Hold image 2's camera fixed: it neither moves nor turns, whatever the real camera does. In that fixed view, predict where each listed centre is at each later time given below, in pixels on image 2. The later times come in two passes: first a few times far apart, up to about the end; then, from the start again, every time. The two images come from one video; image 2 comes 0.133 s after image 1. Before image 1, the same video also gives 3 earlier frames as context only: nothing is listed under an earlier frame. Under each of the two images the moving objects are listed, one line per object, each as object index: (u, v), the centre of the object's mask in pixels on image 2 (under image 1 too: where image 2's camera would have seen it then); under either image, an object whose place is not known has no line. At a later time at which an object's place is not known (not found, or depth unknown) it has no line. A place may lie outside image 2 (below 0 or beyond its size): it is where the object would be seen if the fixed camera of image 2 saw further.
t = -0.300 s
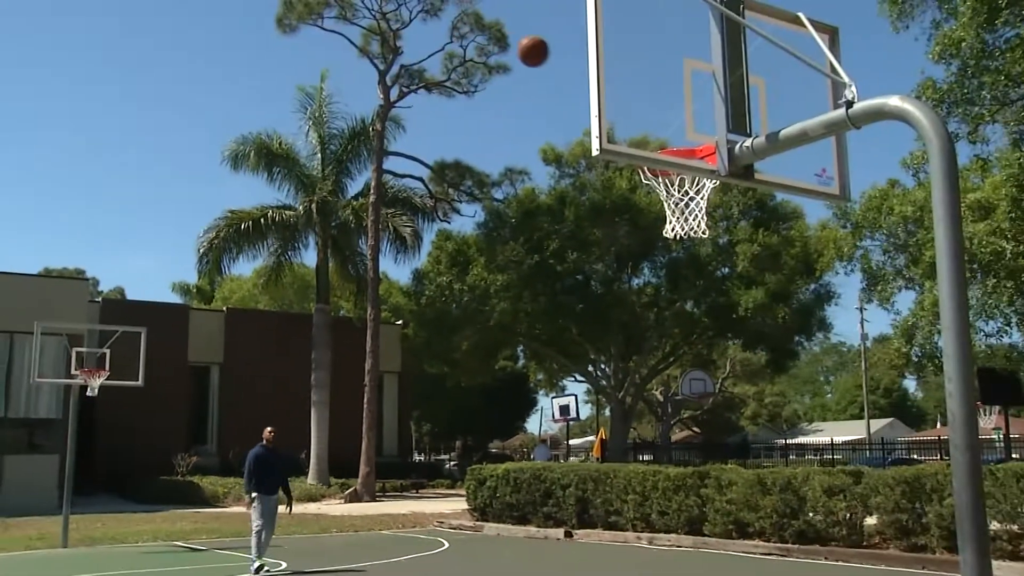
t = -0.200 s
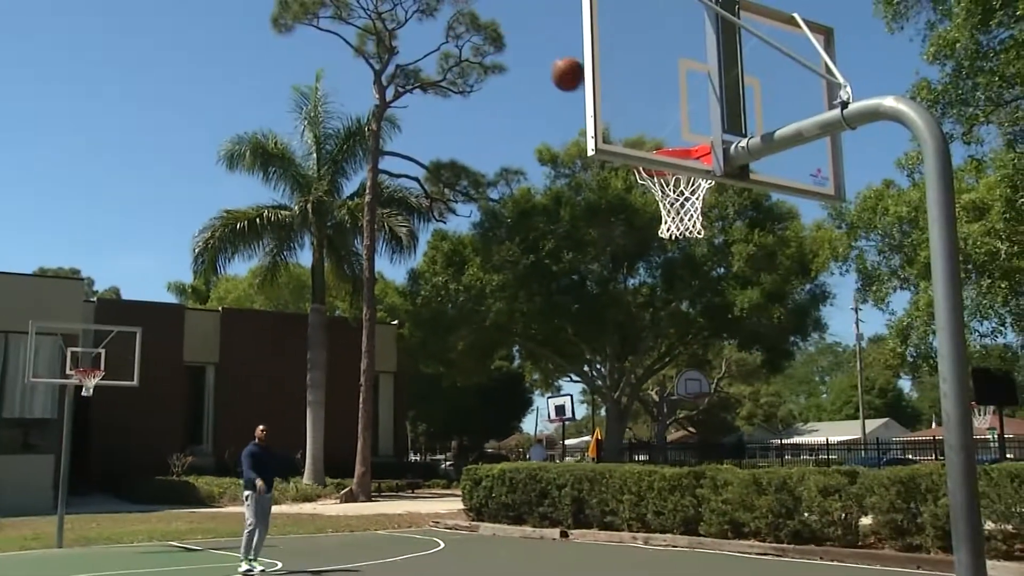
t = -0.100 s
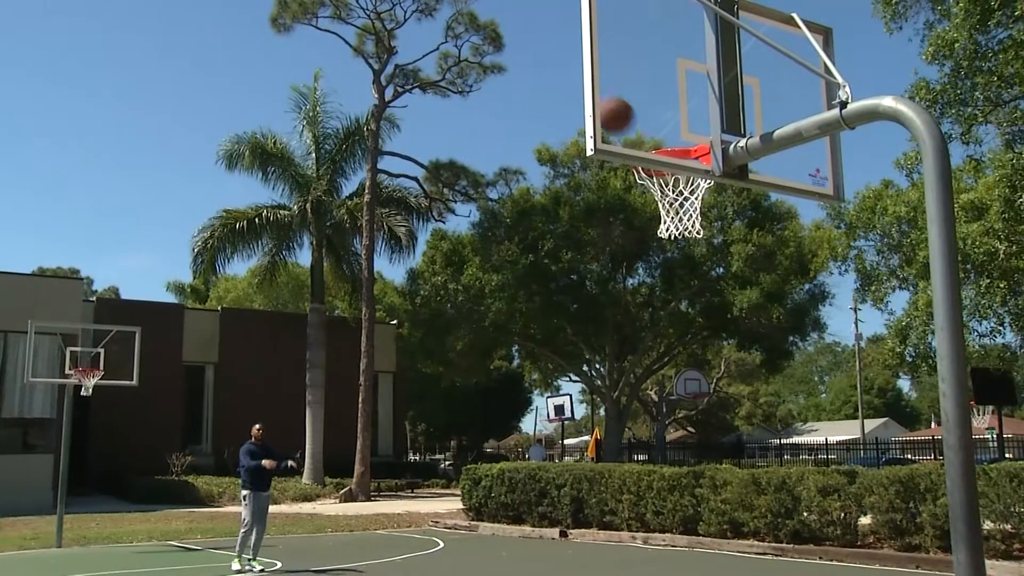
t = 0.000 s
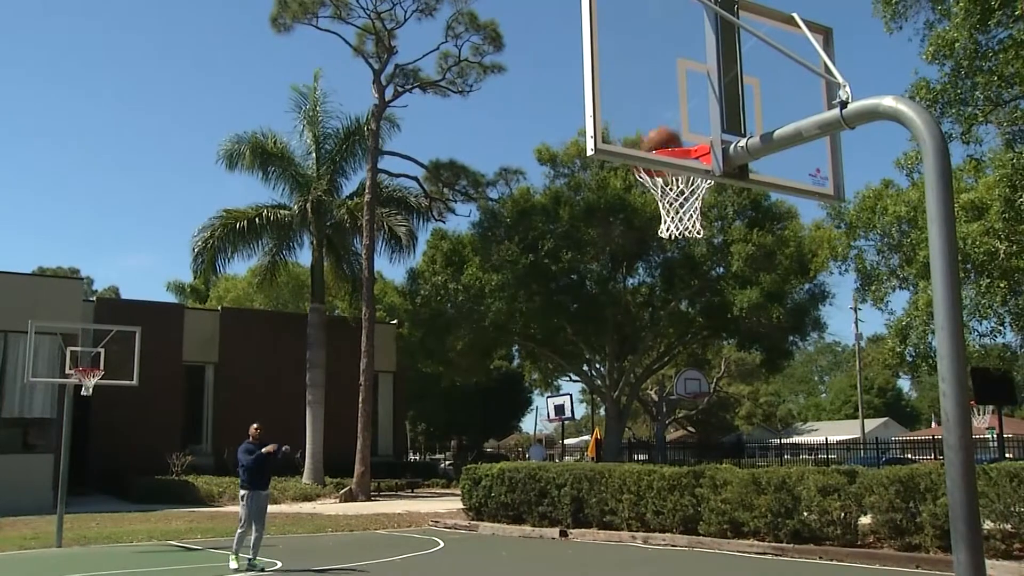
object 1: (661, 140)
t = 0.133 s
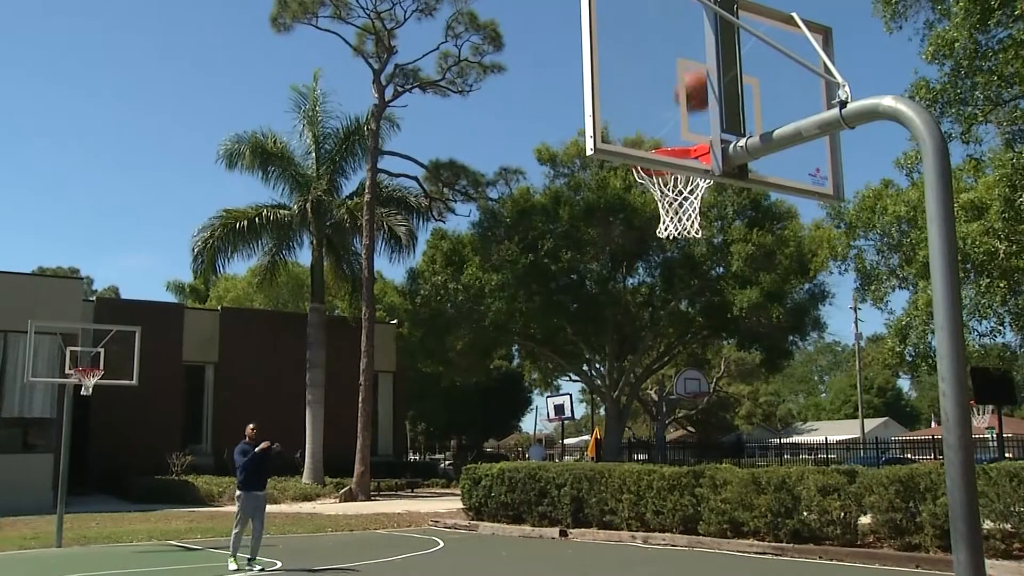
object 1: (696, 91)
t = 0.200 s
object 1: (693, 61)
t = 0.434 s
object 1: (672, 38)
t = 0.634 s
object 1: (658, 84)
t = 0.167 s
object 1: (696, 83)
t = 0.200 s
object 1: (693, 61)
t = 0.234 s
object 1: (687, 50)
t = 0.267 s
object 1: (686, 45)
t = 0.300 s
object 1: (683, 42)
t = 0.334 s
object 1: (680, 39)
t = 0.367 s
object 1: (677, 37)
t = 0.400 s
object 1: (675, 37)
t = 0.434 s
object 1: (672, 38)
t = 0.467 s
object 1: (669, 42)
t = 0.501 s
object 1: (667, 47)
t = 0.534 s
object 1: (664, 53)
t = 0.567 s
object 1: (661, 62)
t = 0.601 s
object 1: (659, 72)
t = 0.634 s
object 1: (658, 84)
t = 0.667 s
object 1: (655, 97)
